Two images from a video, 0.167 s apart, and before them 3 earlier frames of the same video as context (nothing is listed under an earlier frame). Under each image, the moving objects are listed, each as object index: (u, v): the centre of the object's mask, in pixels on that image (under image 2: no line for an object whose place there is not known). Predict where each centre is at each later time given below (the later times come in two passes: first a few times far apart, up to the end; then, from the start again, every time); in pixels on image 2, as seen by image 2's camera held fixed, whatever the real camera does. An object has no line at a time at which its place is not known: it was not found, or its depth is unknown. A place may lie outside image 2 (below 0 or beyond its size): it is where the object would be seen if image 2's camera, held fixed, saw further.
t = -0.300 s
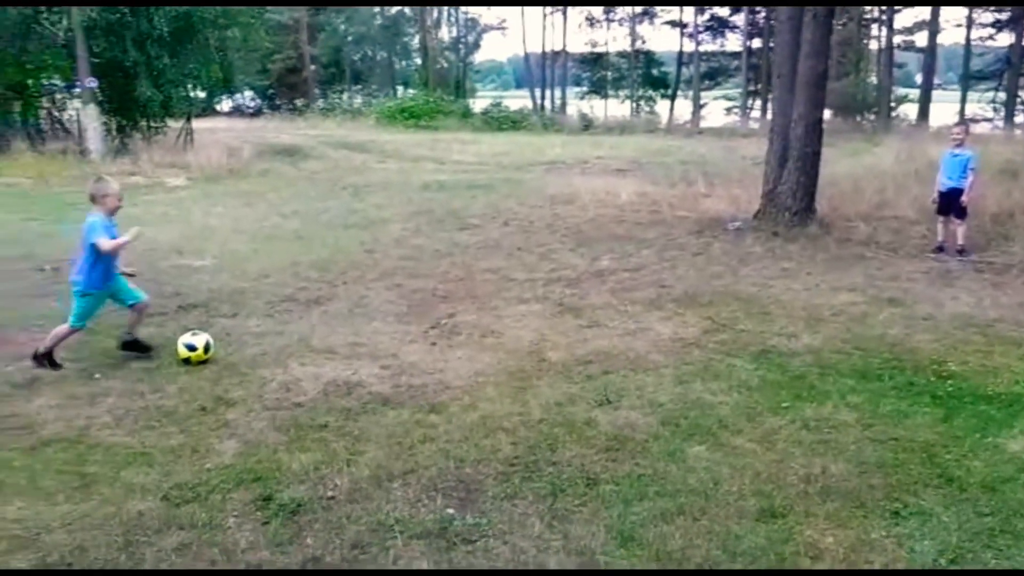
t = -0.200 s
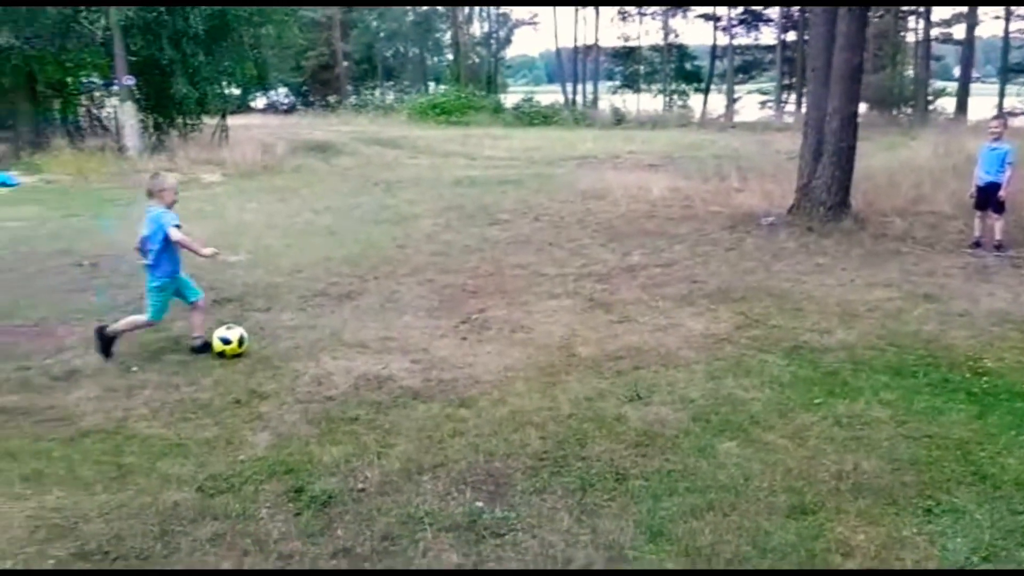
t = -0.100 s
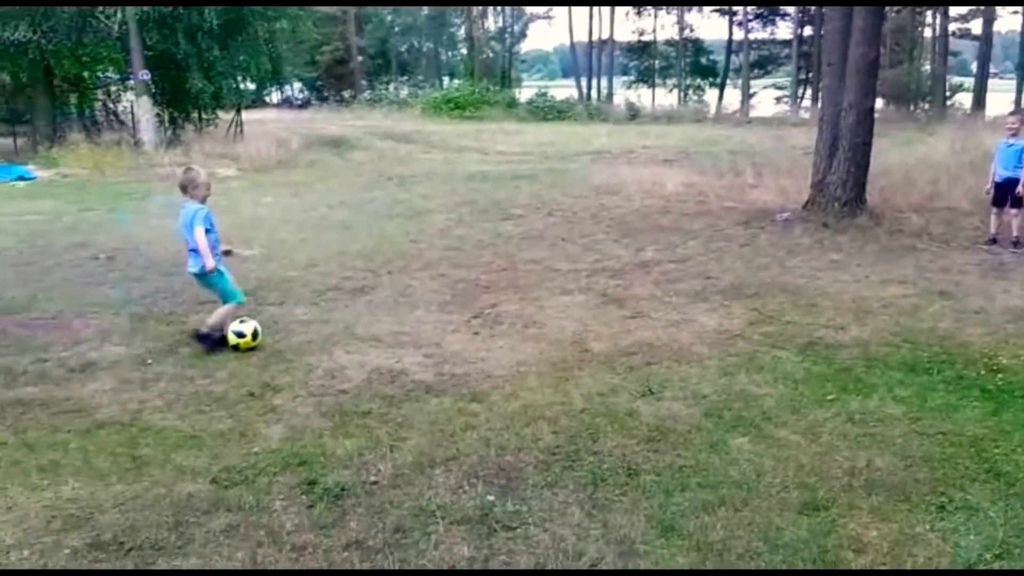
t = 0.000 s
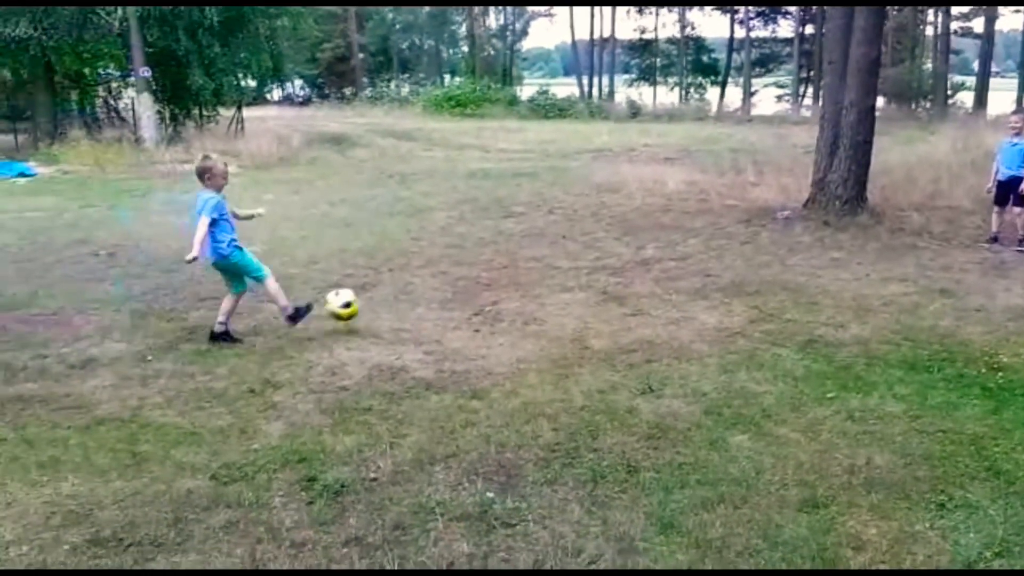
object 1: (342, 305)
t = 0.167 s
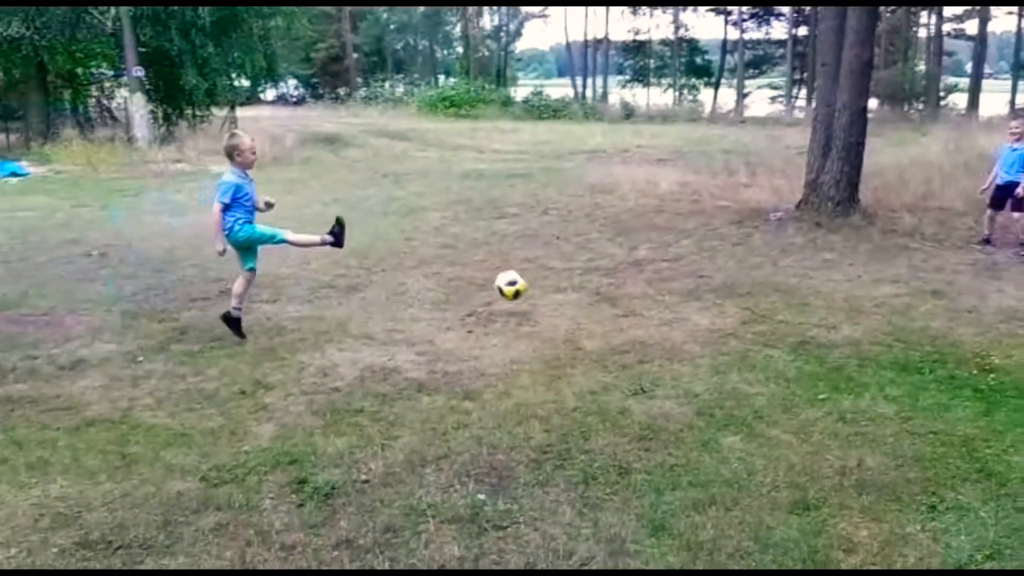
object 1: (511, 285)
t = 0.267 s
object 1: (605, 293)
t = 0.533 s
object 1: (776, 270)
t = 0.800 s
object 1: (892, 261)
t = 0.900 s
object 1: (926, 258)
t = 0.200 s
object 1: (543, 286)
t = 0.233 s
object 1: (574, 288)
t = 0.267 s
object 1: (605, 293)
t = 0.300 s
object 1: (633, 294)
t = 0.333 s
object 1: (654, 287)
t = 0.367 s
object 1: (676, 280)
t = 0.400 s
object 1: (697, 275)
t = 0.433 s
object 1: (717, 271)
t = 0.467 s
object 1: (737, 270)
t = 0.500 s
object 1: (757, 269)
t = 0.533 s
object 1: (776, 270)
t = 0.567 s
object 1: (795, 272)
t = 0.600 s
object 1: (813, 275)
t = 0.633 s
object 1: (827, 272)
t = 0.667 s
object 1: (841, 267)
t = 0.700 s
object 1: (853, 263)
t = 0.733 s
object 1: (866, 261)
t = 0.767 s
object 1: (880, 260)
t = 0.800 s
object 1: (892, 261)
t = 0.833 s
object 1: (904, 263)
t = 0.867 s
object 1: (915, 262)
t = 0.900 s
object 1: (926, 258)
